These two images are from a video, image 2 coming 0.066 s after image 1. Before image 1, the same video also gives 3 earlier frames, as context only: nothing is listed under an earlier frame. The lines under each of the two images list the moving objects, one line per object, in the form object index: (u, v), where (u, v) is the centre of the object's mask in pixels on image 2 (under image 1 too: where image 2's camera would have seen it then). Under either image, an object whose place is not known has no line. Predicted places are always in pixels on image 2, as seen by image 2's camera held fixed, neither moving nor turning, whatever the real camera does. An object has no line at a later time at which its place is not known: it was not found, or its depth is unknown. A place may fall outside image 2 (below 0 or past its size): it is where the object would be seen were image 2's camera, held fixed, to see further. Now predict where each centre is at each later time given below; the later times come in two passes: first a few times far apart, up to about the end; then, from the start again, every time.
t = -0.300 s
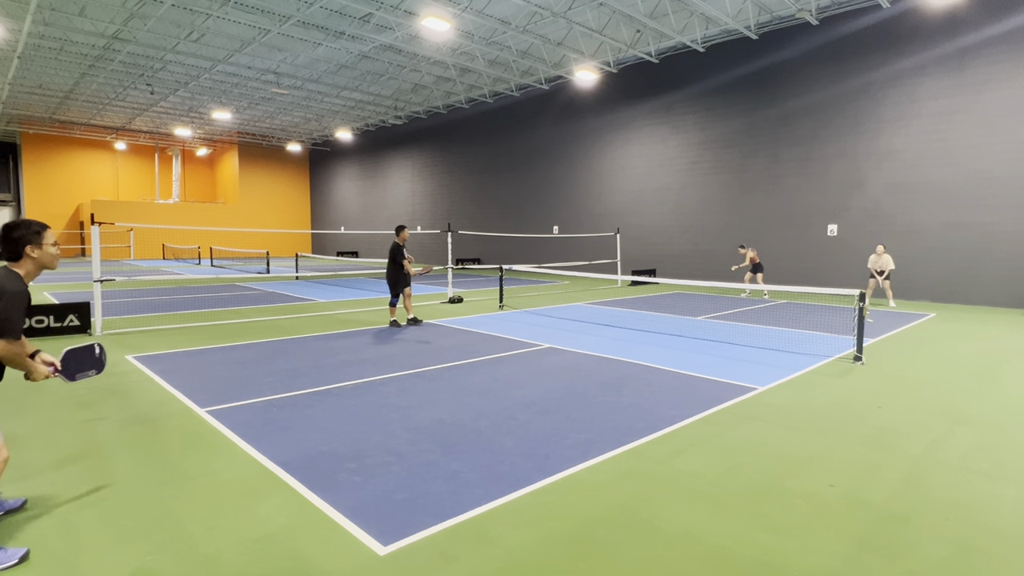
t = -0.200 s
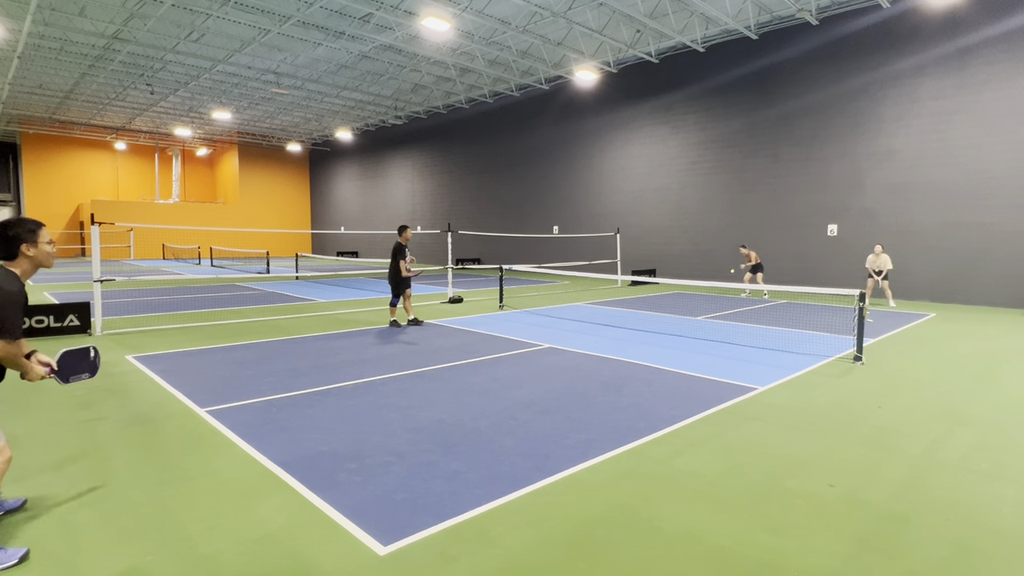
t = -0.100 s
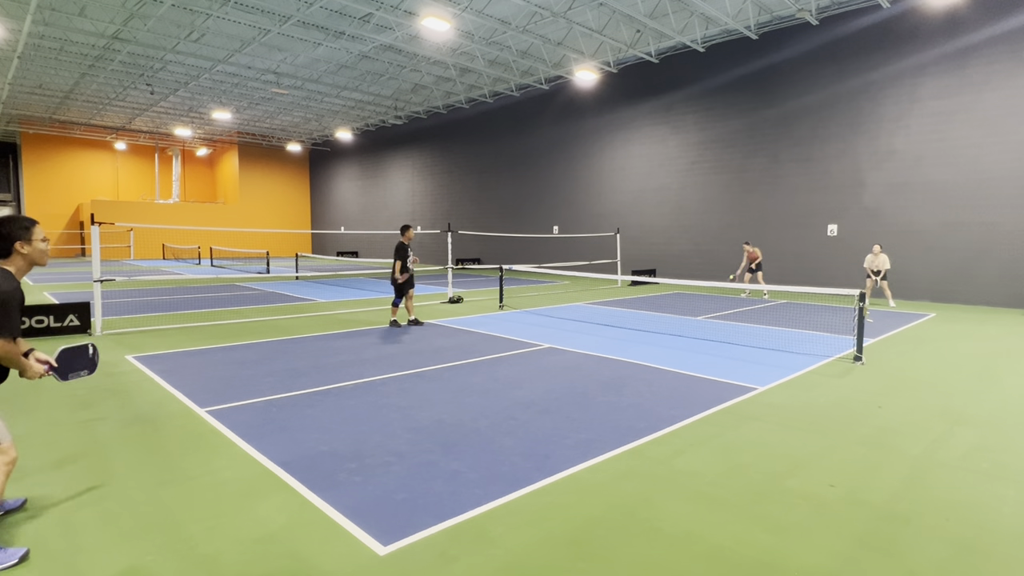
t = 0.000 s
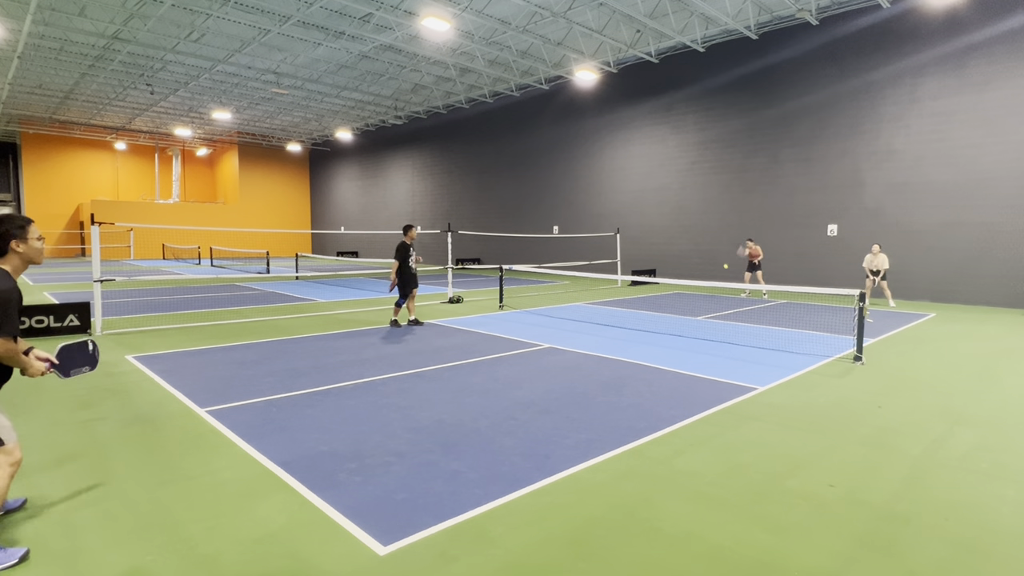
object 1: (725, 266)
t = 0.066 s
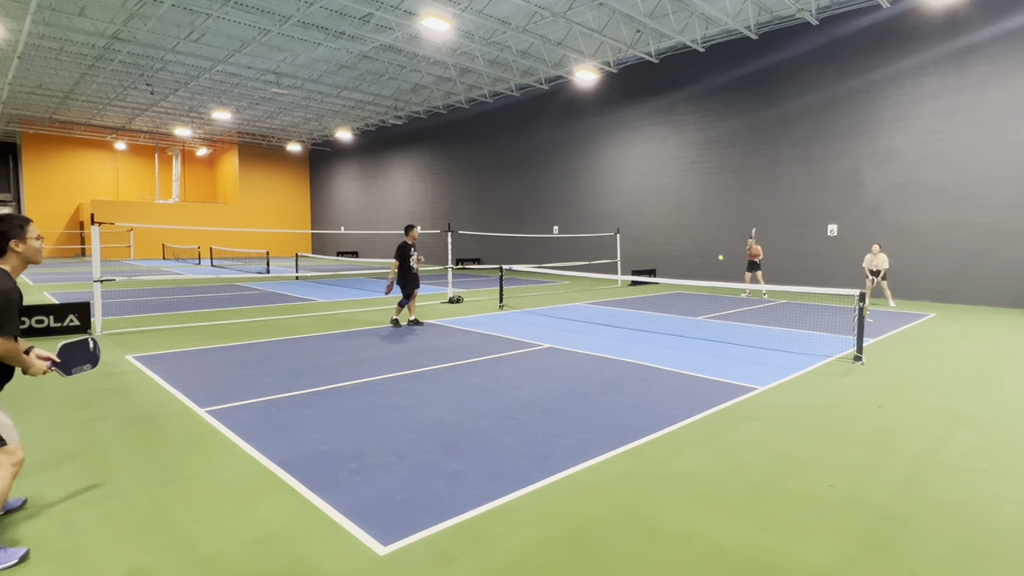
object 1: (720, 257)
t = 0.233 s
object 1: (705, 242)
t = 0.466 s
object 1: (674, 242)
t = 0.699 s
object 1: (624, 289)
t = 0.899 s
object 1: (555, 407)
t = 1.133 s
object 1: (465, 409)
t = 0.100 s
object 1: (718, 254)
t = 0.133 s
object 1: (715, 250)
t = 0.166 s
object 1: (712, 247)
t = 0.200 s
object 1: (709, 244)
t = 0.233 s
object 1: (705, 242)
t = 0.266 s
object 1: (701, 240)
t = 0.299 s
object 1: (697, 239)
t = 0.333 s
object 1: (693, 238)
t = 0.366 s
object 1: (689, 238)
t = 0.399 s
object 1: (684, 238)
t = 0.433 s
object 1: (679, 240)
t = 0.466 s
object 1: (674, 242)
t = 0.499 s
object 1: (668, 245)
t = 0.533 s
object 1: (662, 249)
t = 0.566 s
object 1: (655, 254)
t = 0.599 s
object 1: (648, 261)
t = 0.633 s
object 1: (641, 269)
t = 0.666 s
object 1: (633, 278)
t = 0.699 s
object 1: (624, 289)
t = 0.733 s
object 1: (615, 302)
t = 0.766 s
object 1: (605, 318)
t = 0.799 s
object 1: (594, 335)
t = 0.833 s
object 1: (582, 357)
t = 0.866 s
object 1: (569, 380)
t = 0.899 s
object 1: (555, 407)
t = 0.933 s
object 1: (540, 435)
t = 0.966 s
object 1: (529, 432)
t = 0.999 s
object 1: (518, 425)
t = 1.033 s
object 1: (506, 418)
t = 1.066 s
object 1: (494, 414)
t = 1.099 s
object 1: (480, 411)
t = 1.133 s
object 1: (465, 409)
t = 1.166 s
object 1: (449, 410)
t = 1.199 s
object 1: (431, 412)
